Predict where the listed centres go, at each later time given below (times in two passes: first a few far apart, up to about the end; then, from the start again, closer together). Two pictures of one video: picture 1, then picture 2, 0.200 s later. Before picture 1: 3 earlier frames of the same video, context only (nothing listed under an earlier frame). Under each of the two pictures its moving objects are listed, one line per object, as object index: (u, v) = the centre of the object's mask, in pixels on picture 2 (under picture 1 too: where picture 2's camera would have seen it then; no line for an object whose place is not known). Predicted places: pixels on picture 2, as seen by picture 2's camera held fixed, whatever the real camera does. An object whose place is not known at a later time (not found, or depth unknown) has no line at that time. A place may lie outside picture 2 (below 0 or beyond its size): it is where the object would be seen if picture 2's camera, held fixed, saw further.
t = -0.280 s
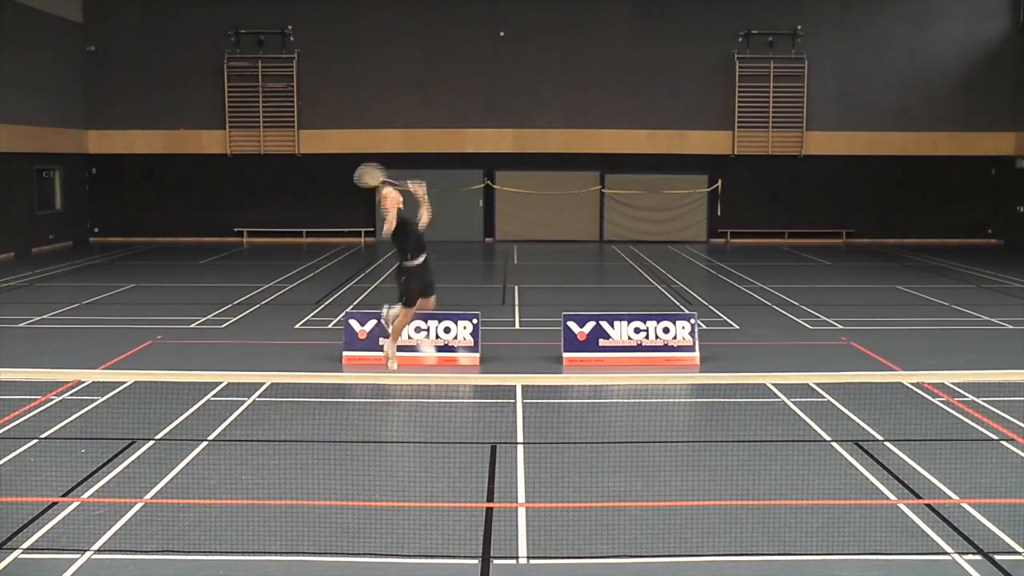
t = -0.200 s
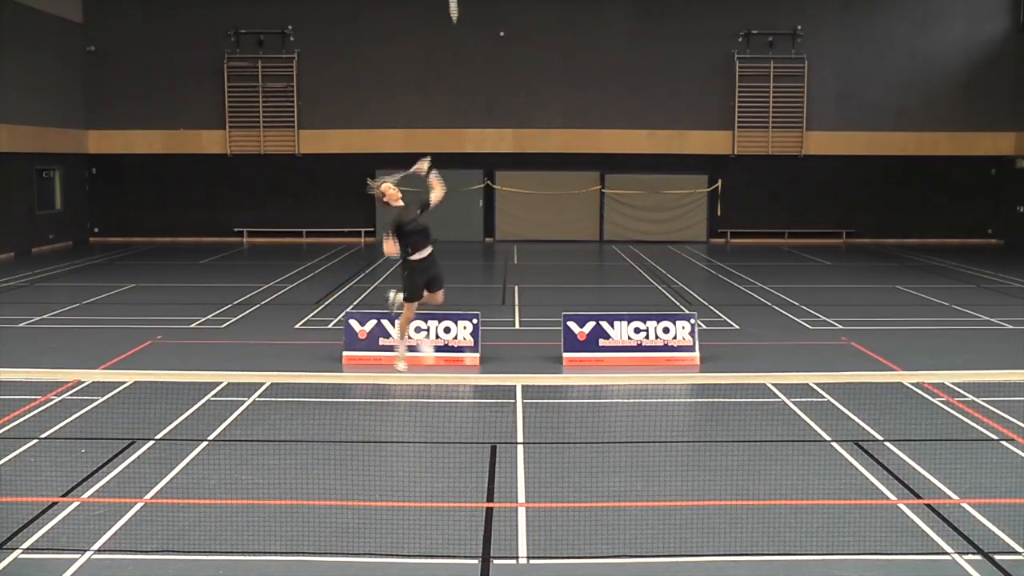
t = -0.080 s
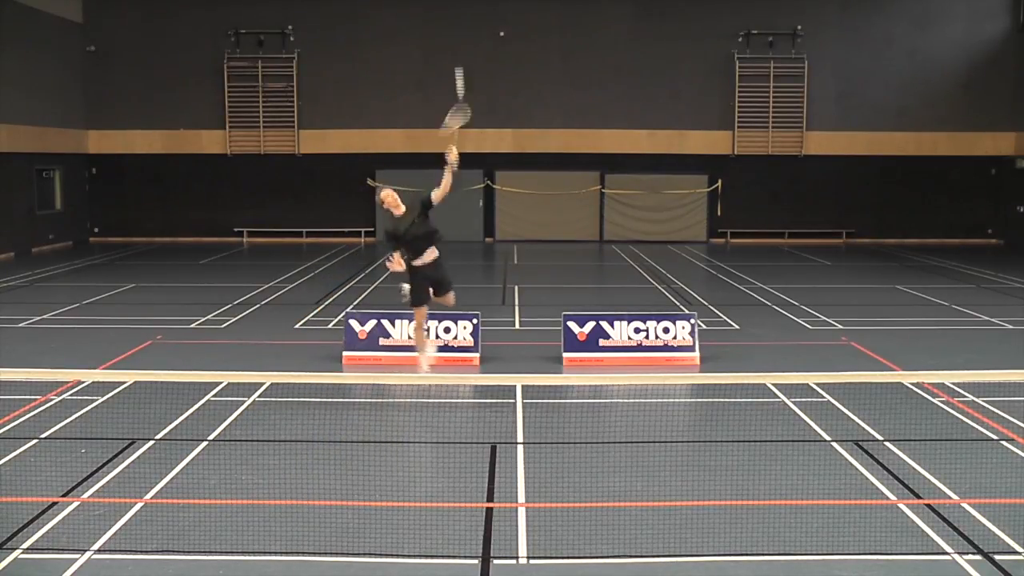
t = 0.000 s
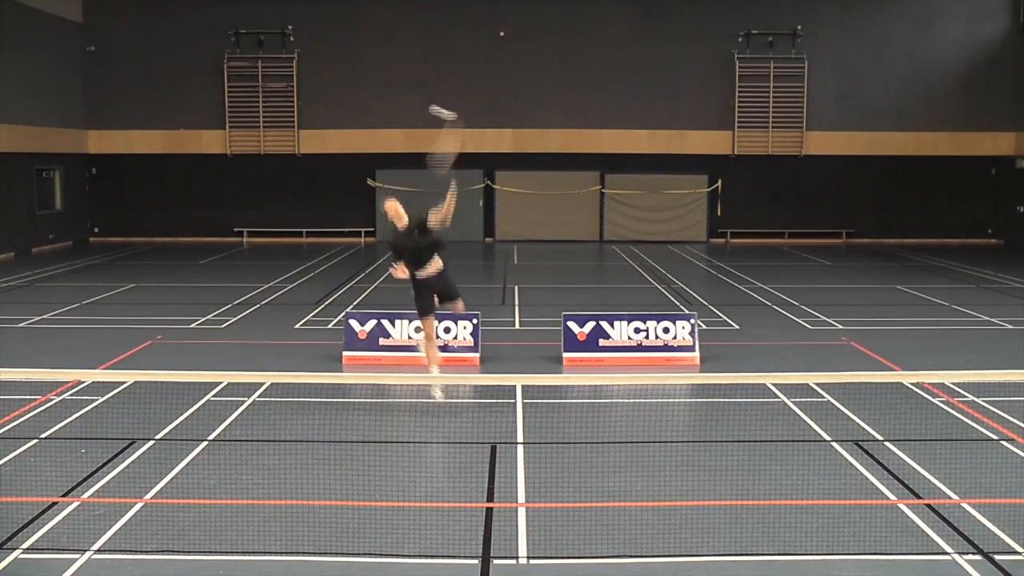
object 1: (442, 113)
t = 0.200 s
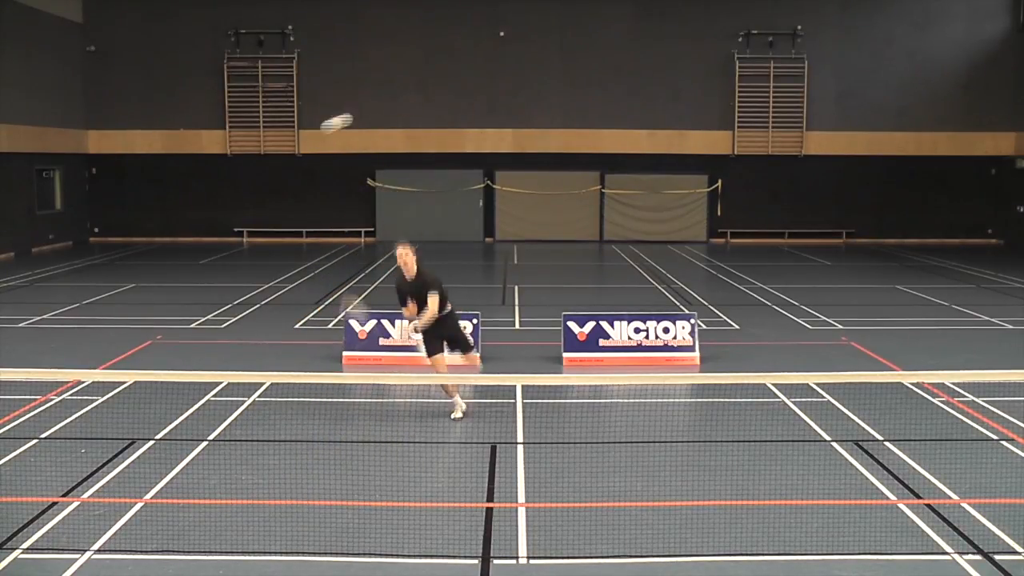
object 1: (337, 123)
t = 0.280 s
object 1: (290, 149)
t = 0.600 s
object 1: (57, 471)
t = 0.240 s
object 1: (315, 133)
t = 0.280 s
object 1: (290, 149)
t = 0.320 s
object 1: (265, 168)
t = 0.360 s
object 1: (239, 192)
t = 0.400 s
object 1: (212, 221)
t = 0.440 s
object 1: (183, 256)
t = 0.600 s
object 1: (57, 471)
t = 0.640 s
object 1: (23, 539)
